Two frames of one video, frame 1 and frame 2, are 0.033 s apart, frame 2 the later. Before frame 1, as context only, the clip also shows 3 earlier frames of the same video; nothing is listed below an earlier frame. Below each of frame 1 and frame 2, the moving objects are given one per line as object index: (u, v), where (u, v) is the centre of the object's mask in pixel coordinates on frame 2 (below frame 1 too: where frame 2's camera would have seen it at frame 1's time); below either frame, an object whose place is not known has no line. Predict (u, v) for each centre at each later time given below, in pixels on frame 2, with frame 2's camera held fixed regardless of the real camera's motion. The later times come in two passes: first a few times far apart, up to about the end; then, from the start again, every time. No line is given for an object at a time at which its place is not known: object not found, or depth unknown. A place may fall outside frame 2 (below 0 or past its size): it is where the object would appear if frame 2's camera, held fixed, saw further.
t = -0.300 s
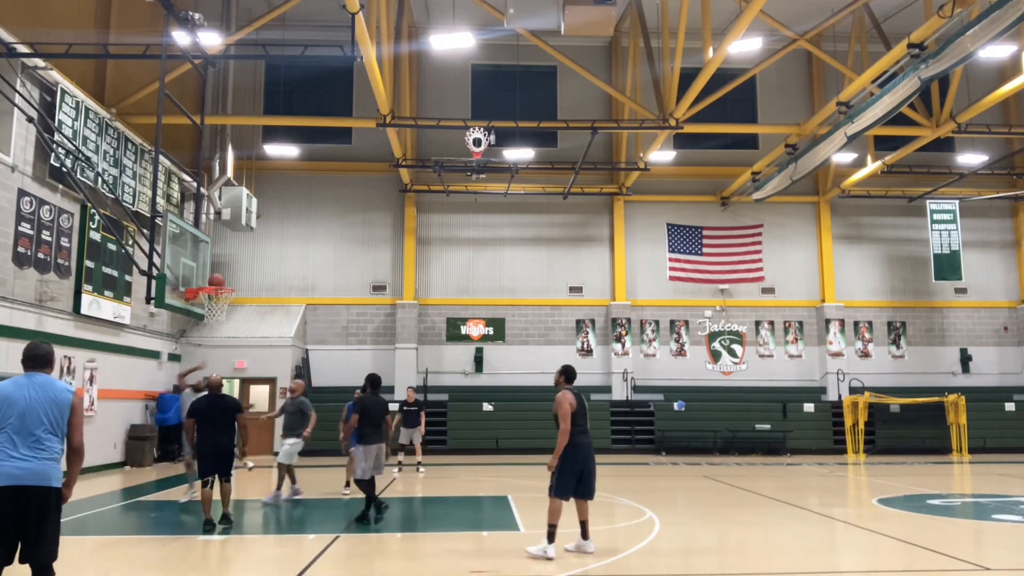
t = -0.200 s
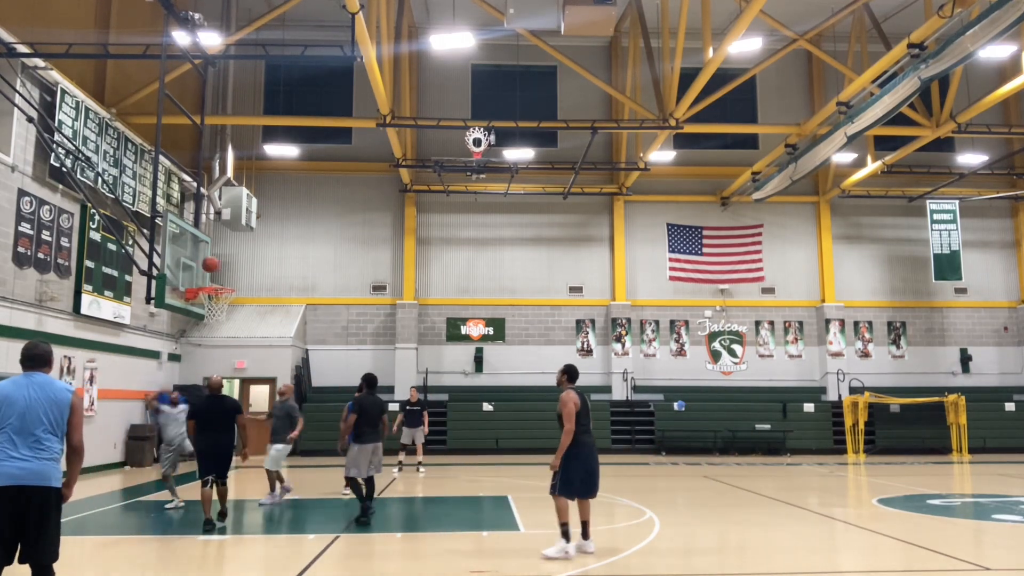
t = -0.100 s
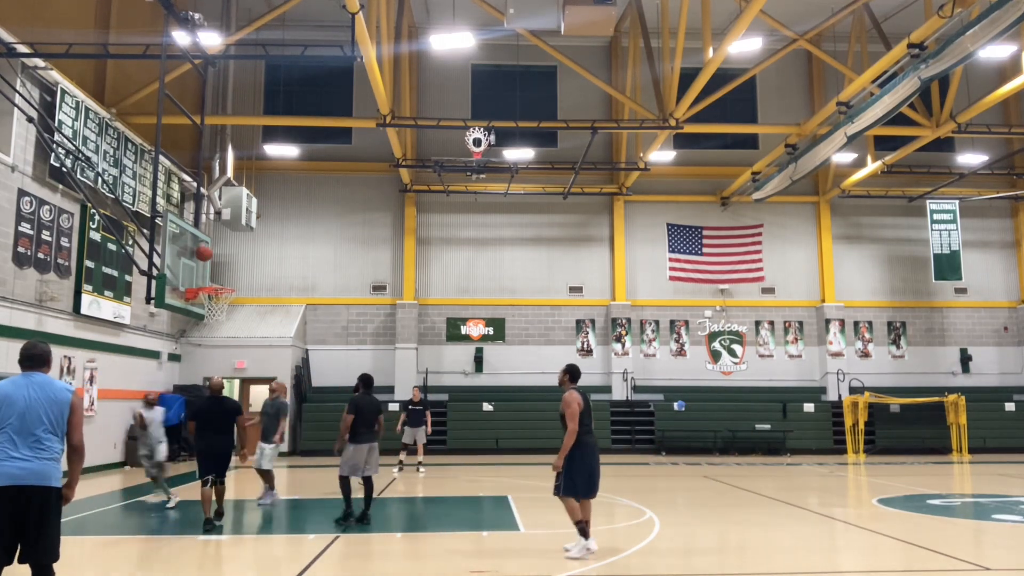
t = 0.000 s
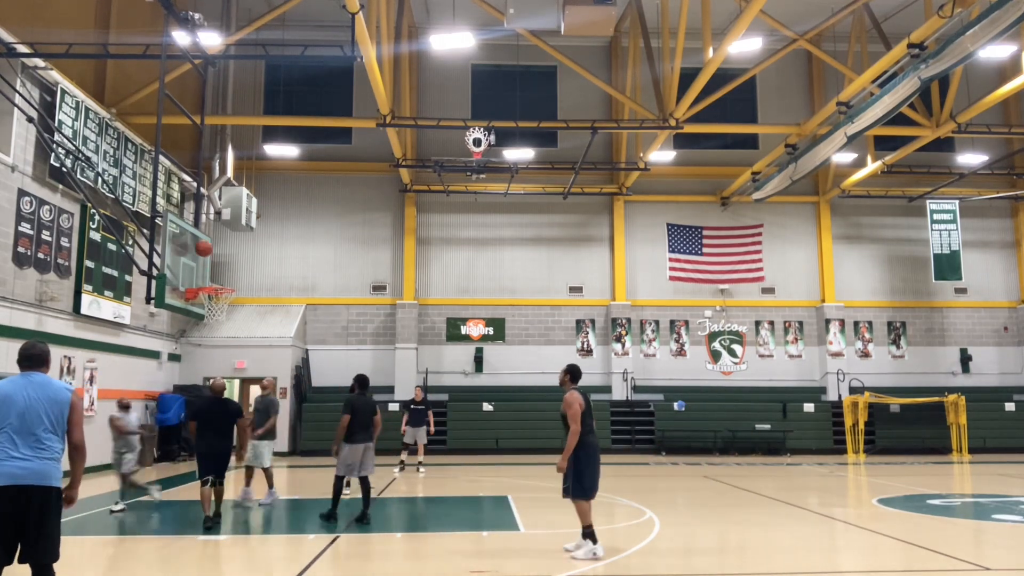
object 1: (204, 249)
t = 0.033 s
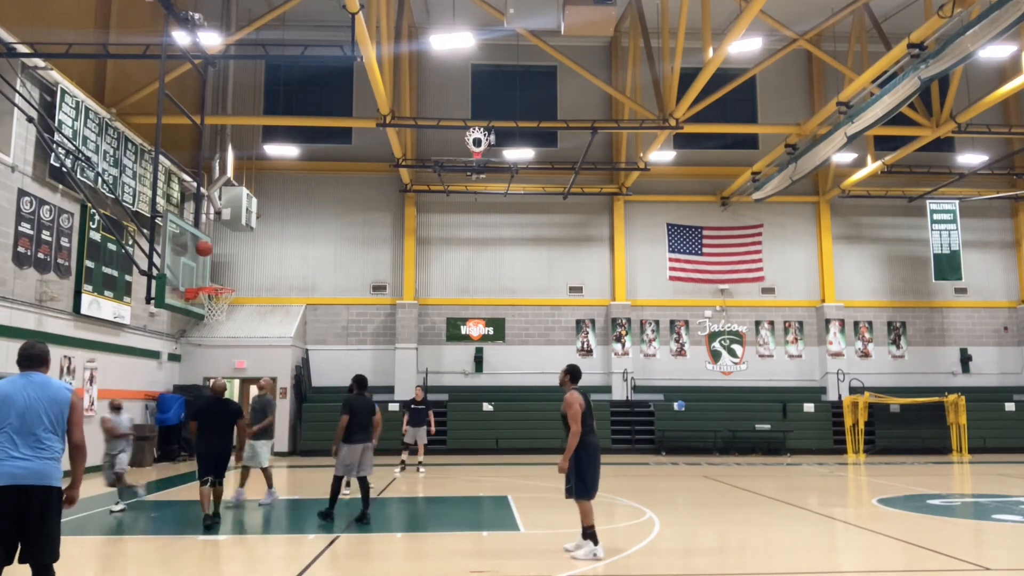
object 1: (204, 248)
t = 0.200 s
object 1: (205, 259)
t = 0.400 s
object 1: (214, 274)
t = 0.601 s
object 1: (235, 273)
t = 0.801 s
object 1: (254, 297)
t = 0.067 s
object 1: (204, 249)
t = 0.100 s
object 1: (205, 250)
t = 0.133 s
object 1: (205, 252)
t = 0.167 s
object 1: (205, 255)
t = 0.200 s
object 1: (205, 259)
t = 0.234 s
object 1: (205, 264)
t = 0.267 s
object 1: (205, 269)
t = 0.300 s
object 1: (206, 274)
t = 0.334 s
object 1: (206, 280)
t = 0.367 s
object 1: (210, 277)
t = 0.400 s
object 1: (214, 274)
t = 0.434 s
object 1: (217, 272)
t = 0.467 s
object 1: (221, 271)
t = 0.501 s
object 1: (225, 270)
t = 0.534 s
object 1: (228, 270)
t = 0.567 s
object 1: (231, 271)
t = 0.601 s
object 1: (235, 273)
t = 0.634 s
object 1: (238, 275)
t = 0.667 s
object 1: (241, 278)
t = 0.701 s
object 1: (245, 282)
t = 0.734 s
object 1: (248, 286)
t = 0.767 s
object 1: (251, 292)
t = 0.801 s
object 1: (254, 297)
